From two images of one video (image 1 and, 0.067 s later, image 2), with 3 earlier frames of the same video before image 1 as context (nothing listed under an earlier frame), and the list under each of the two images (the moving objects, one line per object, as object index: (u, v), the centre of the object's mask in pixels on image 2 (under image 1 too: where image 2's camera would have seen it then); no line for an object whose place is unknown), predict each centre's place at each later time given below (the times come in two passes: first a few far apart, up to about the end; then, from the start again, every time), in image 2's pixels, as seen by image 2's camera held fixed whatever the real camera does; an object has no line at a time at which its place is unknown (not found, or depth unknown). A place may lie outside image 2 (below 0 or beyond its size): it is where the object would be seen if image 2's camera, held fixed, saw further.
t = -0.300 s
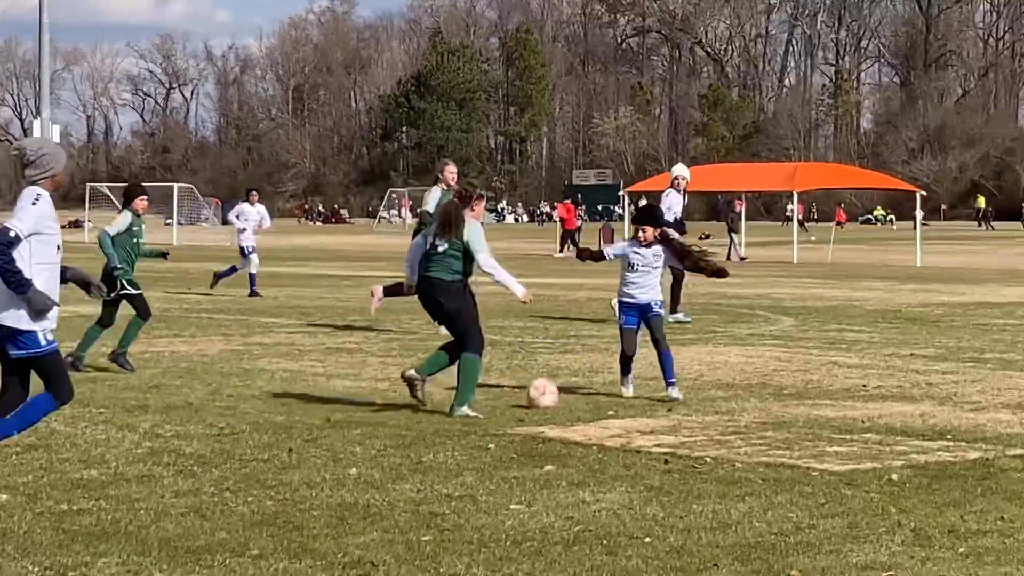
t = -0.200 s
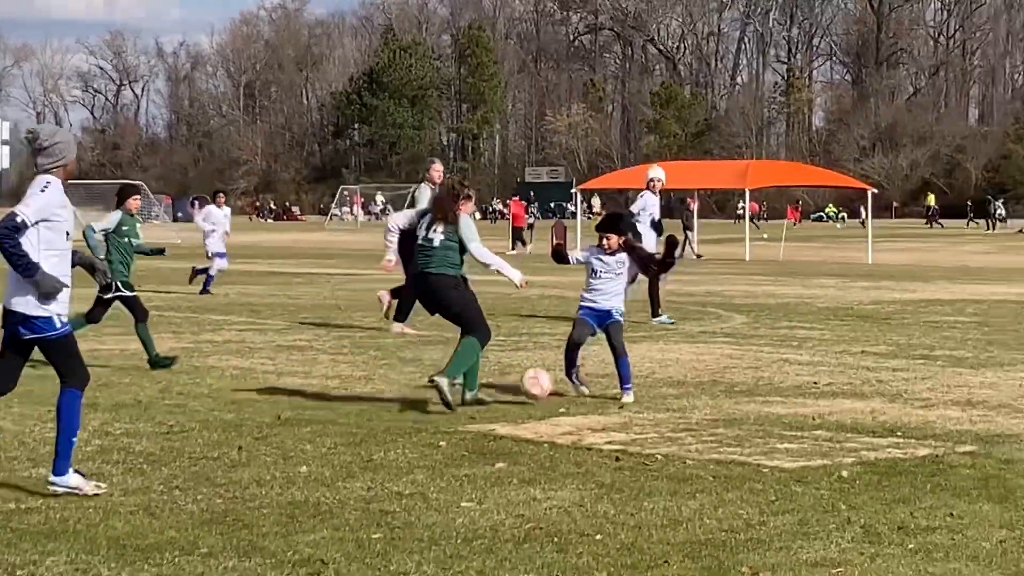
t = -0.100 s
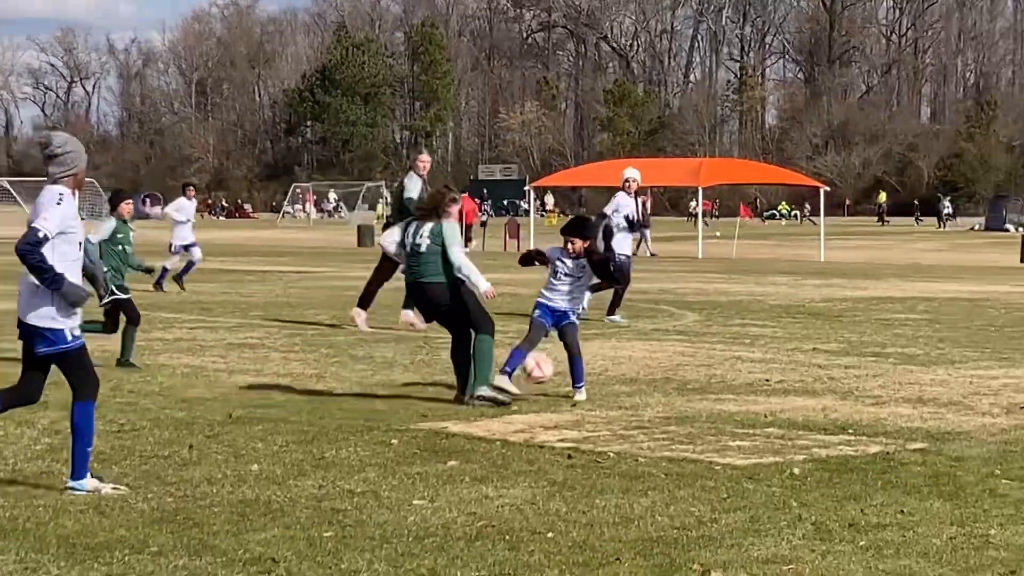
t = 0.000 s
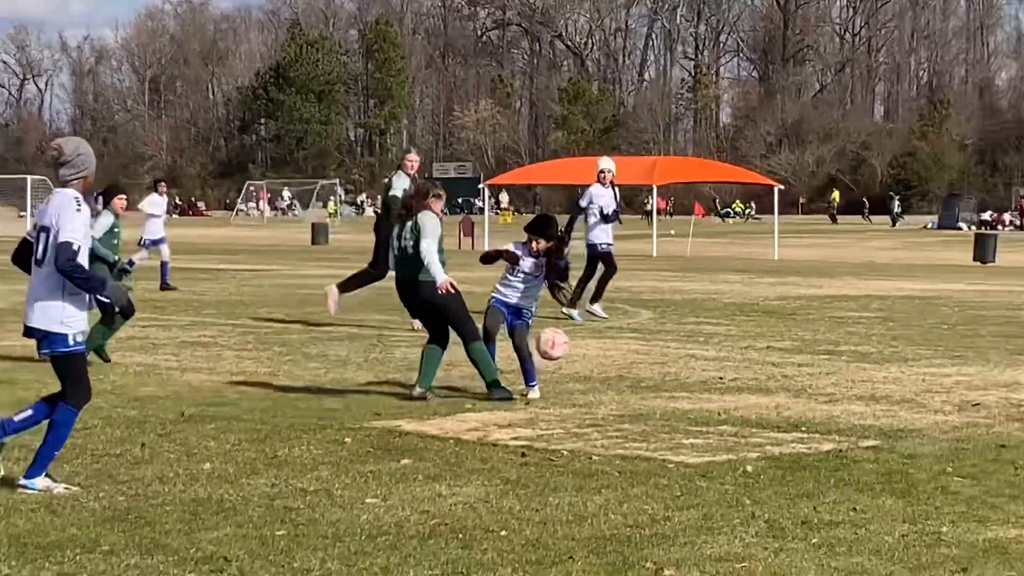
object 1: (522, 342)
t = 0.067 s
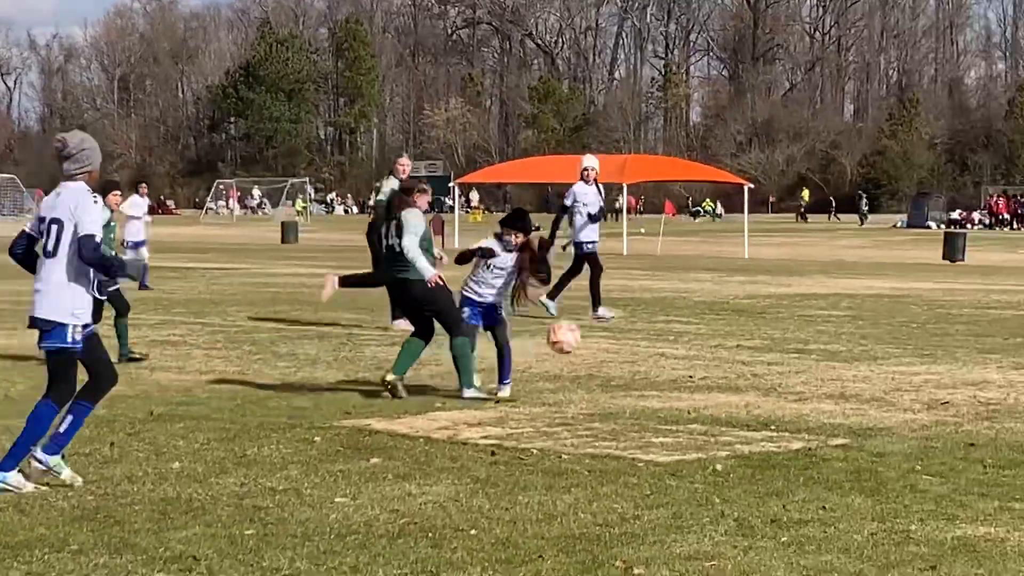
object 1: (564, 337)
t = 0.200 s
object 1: (651, 347)
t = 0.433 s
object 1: (807, 404)
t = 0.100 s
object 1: (586, 336)
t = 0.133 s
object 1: (608, 338)
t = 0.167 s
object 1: (628, 341)
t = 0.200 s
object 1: (651, 347)
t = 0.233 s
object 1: (673, 354)
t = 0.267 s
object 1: (696, 362)
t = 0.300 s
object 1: (721, 372)
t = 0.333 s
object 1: (742, 386)
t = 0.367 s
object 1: (766, 400)
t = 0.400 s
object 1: (788, 407)
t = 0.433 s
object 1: (807, 404)
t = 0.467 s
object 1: (826, 400)
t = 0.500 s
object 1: (845, 399)
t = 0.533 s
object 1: (864, 398)
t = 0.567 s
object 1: (884, 401)
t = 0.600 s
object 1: (902, 406)
